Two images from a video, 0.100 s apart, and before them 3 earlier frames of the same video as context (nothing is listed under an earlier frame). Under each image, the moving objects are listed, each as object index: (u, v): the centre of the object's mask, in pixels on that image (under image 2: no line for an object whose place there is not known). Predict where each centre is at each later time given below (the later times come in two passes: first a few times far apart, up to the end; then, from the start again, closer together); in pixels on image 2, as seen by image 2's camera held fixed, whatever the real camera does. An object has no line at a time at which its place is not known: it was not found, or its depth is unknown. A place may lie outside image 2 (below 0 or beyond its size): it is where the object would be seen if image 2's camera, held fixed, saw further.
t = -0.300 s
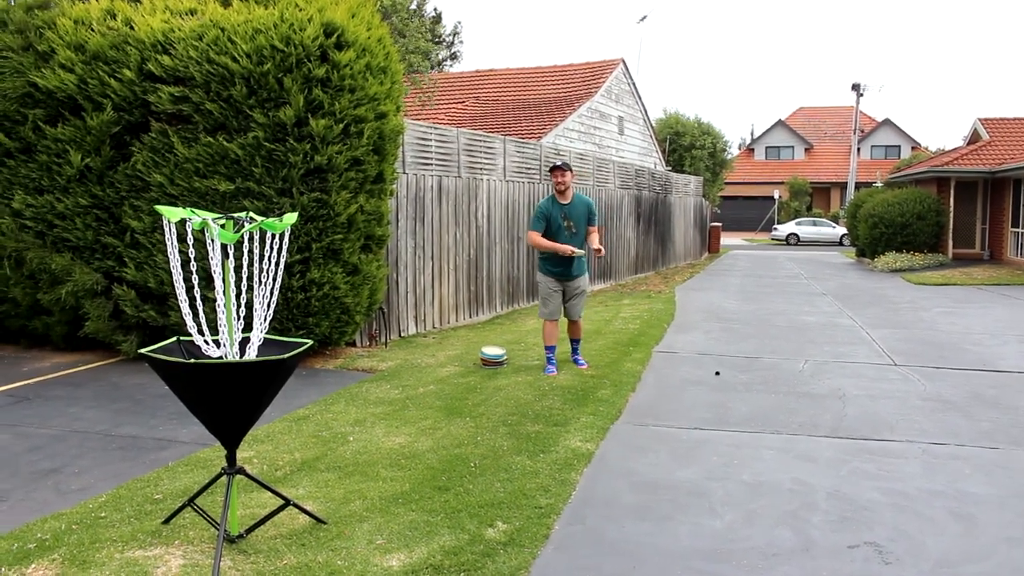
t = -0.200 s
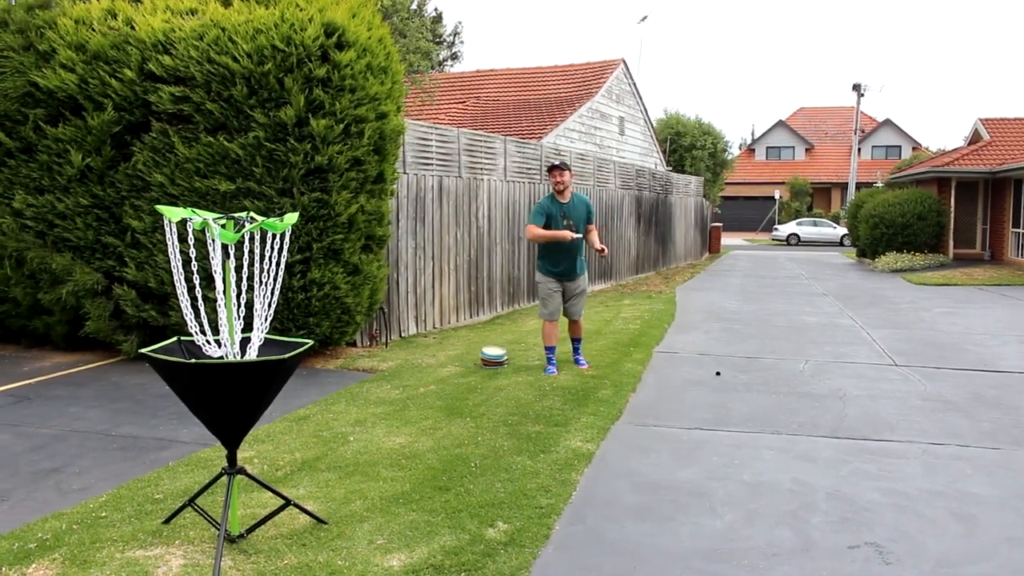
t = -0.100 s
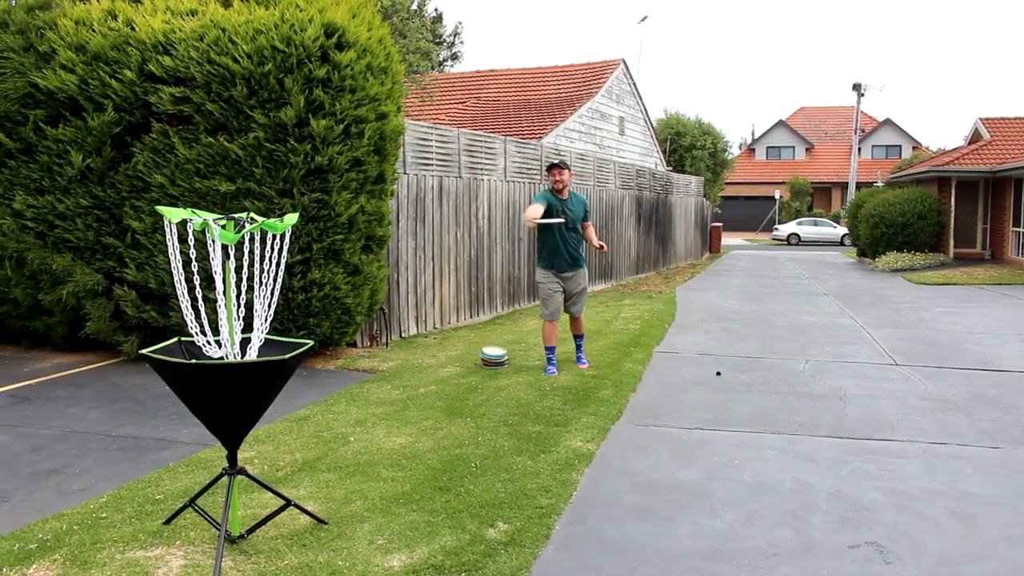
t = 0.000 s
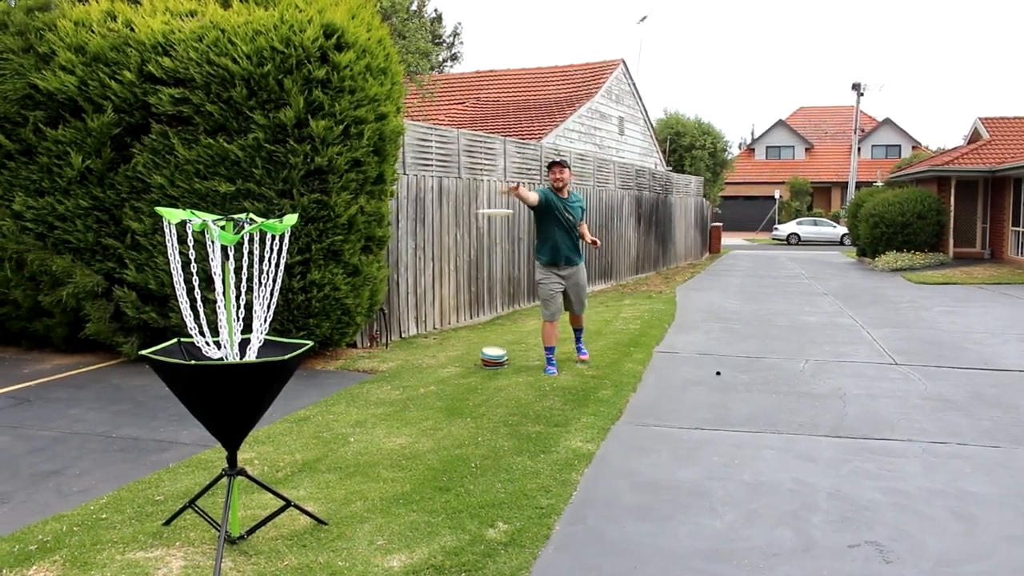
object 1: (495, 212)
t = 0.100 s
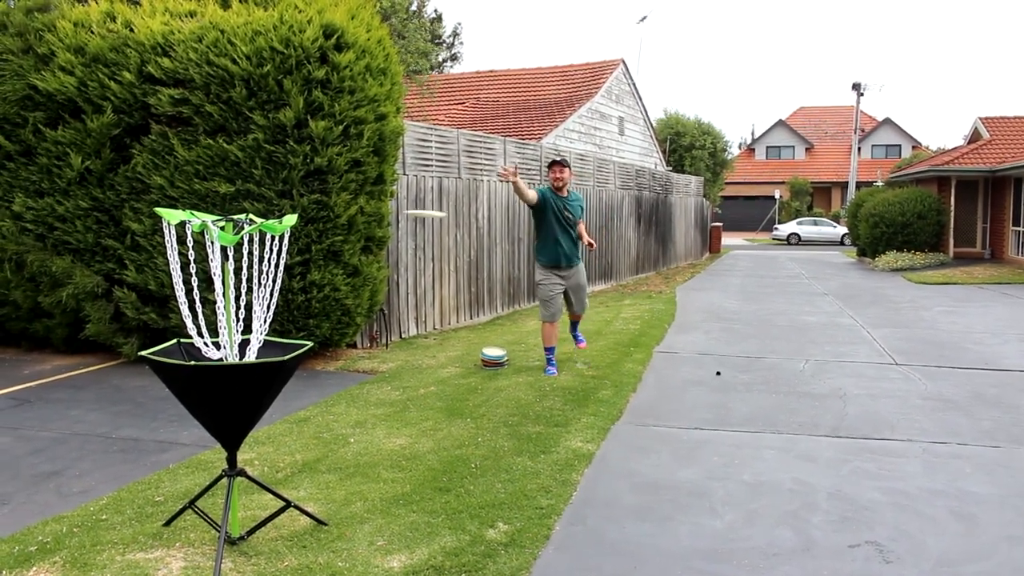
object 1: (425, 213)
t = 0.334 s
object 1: (212, 268)
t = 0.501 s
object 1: (147, 315)
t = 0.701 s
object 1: (79, 426)
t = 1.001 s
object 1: (28, 538)
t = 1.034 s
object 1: (27, 541)
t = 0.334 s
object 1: (212, 268)
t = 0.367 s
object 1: (198, 277)
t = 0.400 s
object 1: (192, 286)
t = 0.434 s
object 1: (172, 295)
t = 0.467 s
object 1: (156, 303)
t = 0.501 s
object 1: (147, 315)
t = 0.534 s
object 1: (136, 328)
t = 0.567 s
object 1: (124, 344)
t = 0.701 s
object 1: (79, 426)
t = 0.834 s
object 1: (40, 541)
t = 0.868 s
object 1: (36, 550)
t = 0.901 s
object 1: (33, 543)
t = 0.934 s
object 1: (31, 538)
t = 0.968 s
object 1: (30, 537)
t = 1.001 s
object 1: (28, 538)
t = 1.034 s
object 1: (27, 541)
